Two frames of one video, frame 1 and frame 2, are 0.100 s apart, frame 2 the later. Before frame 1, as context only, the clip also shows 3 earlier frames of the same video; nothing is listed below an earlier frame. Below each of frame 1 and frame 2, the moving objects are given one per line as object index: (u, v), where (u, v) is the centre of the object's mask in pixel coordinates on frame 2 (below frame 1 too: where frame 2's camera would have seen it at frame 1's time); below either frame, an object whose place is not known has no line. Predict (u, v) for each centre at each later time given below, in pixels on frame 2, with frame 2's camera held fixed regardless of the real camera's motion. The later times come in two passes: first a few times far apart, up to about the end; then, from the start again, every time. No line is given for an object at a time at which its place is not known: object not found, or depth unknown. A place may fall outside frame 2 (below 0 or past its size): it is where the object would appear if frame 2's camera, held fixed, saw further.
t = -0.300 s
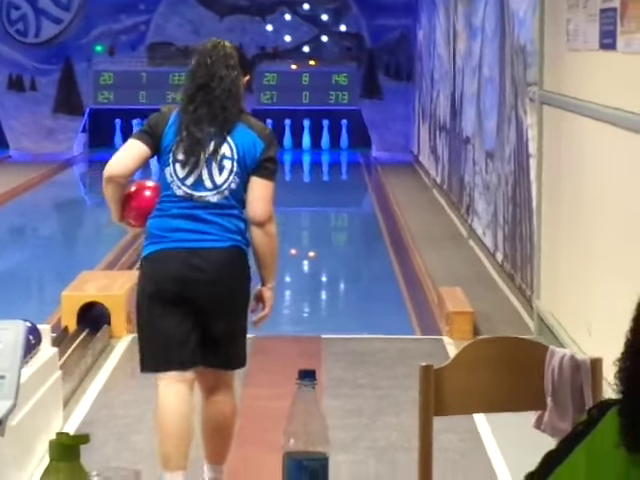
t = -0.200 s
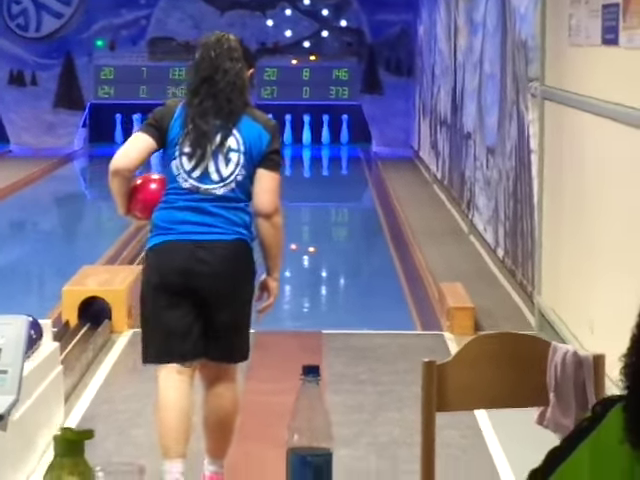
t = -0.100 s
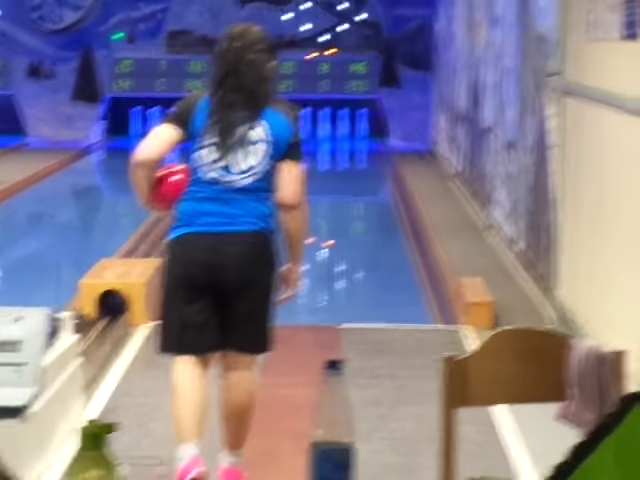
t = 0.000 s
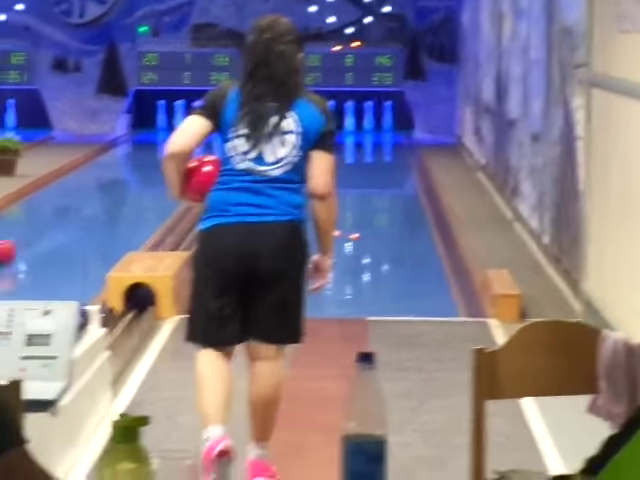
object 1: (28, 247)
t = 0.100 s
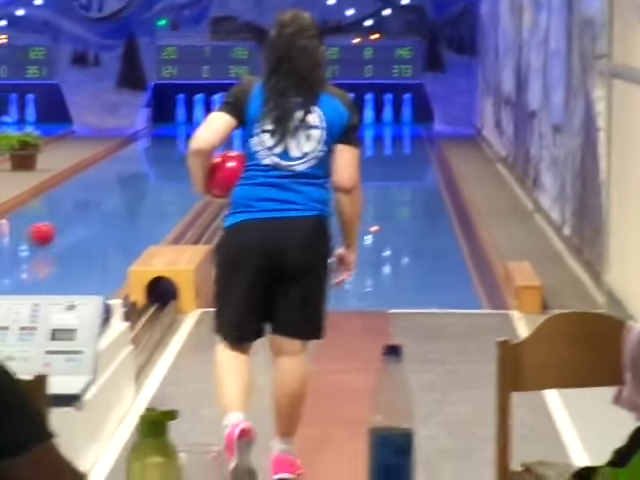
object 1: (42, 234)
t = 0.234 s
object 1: (62, 220)
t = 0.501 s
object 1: (98, 197)
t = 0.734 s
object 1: (123, 180)
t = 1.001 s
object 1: (145, 164)
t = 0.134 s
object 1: (47, 231)
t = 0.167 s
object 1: (53, 226)
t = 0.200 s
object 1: (58, 223)
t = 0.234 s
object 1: (62, 220)
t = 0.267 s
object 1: (68, 217)
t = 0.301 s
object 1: (73, 213)
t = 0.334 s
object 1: (77, 211)
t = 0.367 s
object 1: (82, 207)
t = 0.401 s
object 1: (86, 205)
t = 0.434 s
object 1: (90, 202)
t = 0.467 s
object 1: (94, 199)
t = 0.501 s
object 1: (98, 197)
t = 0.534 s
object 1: (102, 194)
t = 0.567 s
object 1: (106, 191)
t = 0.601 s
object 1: (109, 189)
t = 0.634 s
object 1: (113, 187)
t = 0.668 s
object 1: (116, 185)
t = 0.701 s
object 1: (120, 183)
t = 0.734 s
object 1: (123, 180)
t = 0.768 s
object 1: (126, 178)
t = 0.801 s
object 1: (128, 176)
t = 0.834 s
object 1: (130, 174)
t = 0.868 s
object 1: (134, 172)
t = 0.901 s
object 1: (137, 170)
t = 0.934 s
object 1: (140, 168)
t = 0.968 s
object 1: (143, 167)
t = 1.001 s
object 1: (145, 164)
